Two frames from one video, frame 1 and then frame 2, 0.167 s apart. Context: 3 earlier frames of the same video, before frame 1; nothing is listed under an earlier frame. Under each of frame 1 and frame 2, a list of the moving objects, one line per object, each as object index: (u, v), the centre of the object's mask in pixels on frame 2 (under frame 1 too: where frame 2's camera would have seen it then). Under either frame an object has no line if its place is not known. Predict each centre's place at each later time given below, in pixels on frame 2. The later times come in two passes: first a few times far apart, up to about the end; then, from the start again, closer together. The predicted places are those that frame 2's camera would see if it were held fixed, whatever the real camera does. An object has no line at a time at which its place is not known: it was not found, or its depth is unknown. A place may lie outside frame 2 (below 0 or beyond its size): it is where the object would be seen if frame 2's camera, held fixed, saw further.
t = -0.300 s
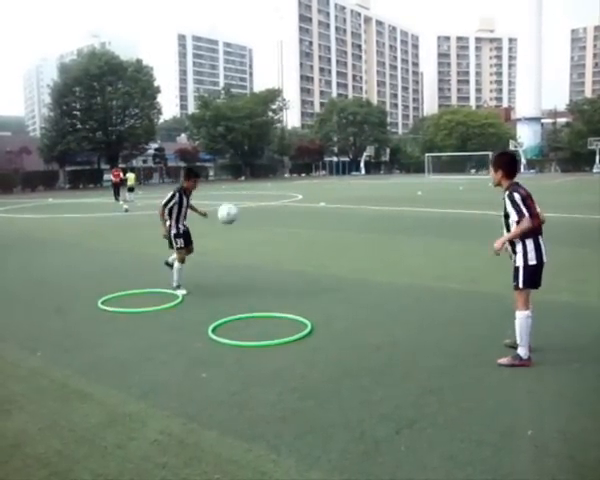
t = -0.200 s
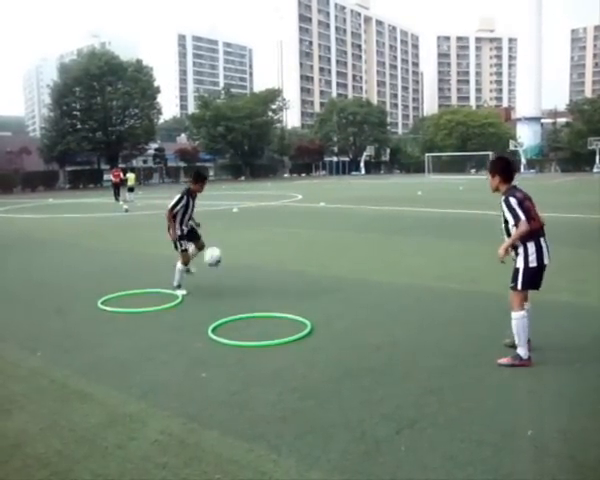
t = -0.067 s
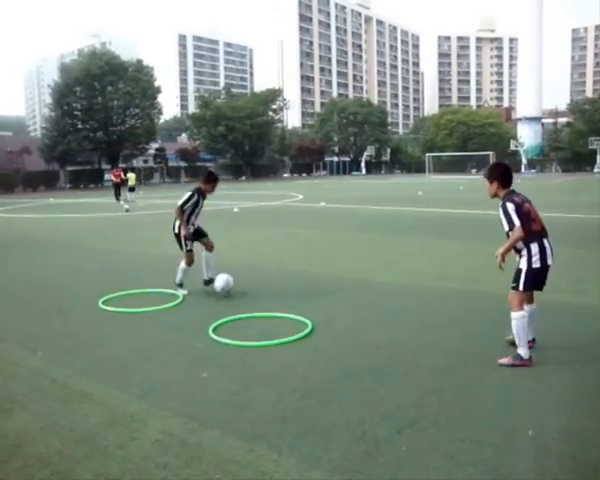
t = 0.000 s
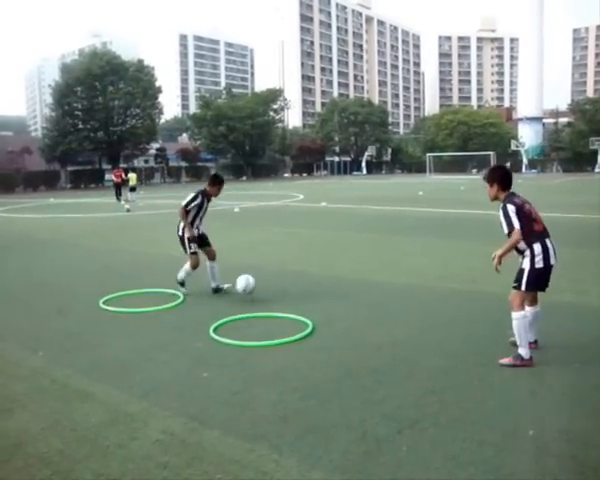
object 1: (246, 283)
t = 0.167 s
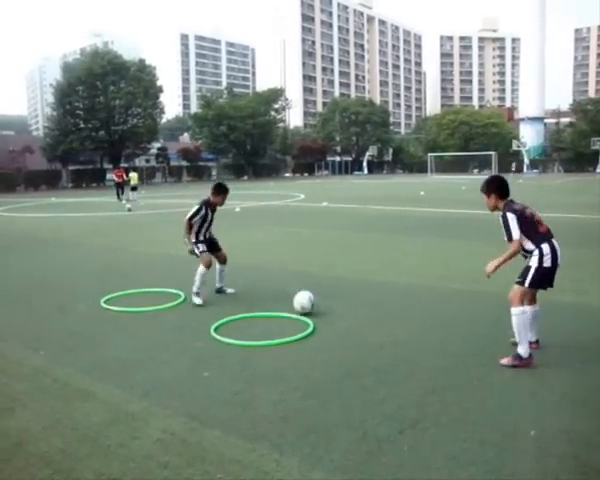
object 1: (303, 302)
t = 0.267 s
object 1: (333, 300)
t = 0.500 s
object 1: (402, 318)
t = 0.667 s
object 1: (446, 330)
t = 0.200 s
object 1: (313, 300)
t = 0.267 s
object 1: (333, 300)
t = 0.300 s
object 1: (343, 302)
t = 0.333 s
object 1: (353, 305)
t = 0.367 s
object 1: (364, 309)
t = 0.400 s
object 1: (375, 314)
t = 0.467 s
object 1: (393, 318)
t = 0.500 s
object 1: (402, 318)
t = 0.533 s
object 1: (411, 320)
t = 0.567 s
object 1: (420, 323)
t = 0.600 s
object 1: (429, 328)
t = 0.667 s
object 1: (446, 330)
